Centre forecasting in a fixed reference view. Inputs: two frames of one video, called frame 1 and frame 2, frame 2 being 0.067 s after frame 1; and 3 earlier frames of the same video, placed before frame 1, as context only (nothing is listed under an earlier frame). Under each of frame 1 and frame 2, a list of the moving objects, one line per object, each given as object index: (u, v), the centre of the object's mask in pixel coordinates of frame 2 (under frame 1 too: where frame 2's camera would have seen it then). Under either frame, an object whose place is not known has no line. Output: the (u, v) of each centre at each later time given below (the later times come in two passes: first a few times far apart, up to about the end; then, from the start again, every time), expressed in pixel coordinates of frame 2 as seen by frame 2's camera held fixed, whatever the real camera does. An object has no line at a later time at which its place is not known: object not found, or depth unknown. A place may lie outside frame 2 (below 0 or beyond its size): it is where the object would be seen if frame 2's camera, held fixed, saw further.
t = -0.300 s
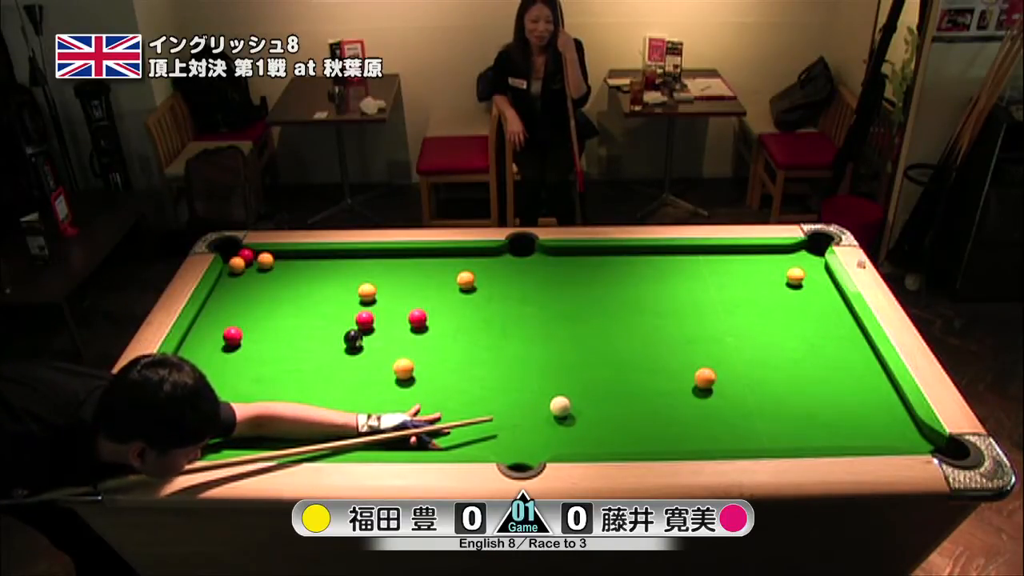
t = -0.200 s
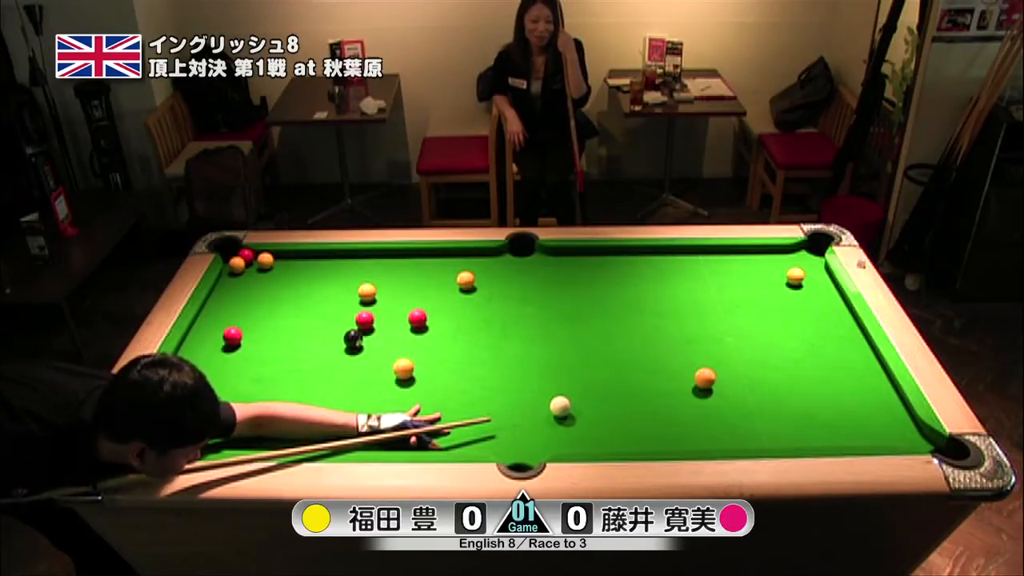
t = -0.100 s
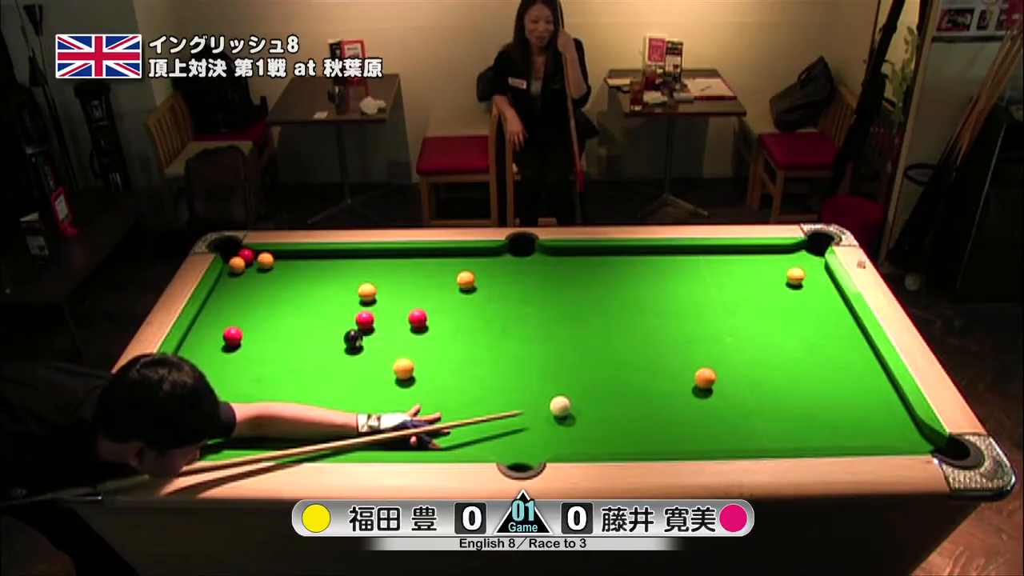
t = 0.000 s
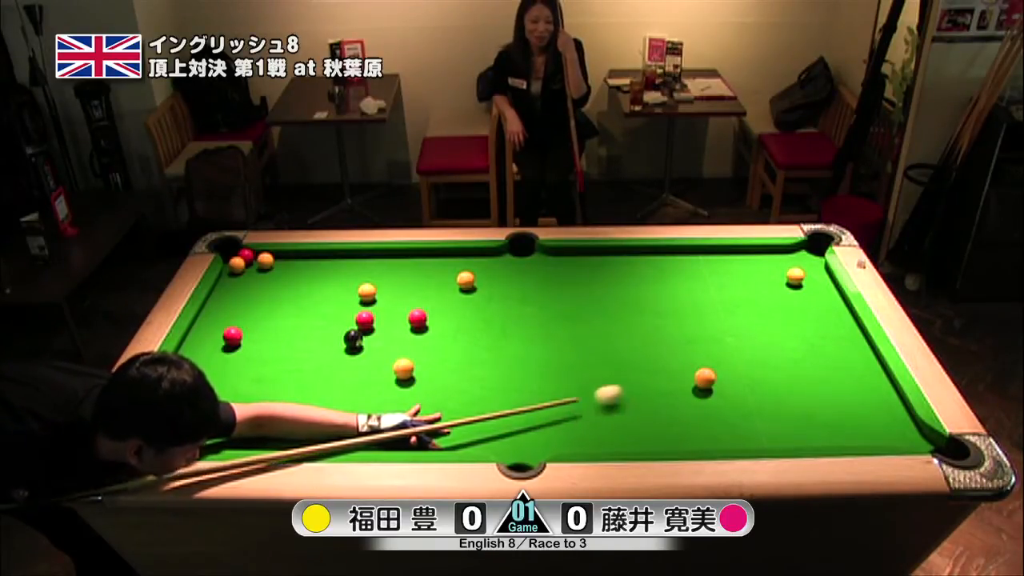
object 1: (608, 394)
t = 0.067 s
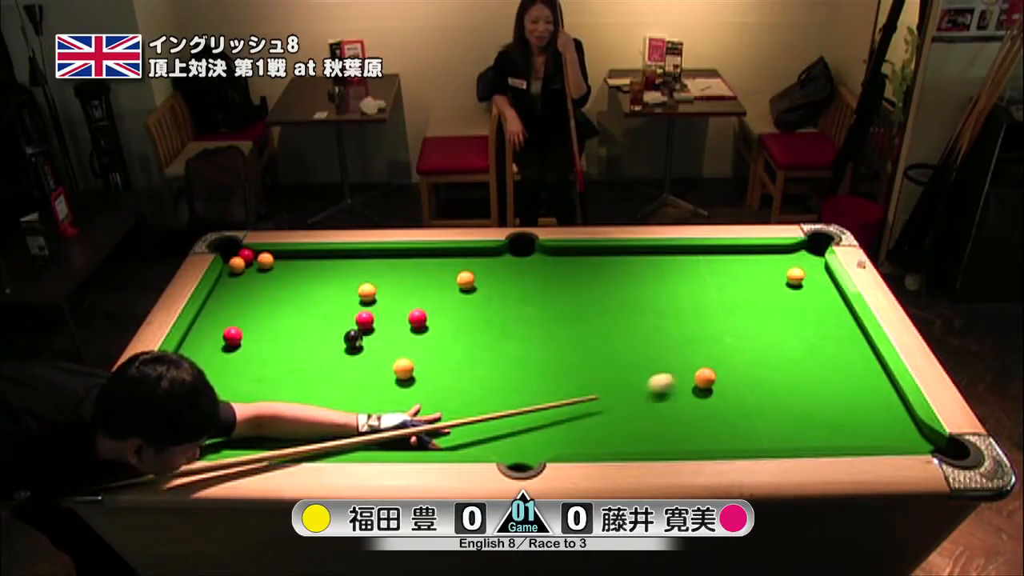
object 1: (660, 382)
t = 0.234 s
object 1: (682, 355)
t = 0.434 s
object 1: (697, 325)
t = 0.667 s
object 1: (713, 295)
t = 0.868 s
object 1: (725, 273)
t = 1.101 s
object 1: (737, 251)
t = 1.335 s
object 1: (754, 263)
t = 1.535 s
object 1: (767, 273)
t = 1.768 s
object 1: (783, 285)
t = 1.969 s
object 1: (795, 294)
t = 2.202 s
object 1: (809, 304)
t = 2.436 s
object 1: (821, 313)
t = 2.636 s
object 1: (830, 321)
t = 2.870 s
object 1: (840, 329)
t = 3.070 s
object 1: (846, 334)
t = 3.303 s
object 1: (853, 340)
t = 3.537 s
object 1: (857, 345)
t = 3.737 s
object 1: (860, 348)
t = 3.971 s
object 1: (862, 350)
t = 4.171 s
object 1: (862, 351)
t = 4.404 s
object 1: (862, 351)
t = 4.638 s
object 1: (862, 351)
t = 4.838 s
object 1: (862, 351)
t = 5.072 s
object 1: (862, 351)
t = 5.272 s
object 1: (862, 351)
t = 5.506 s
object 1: (862, 351)
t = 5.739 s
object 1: (862, 351)
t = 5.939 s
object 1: (862, 351)
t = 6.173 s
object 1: (862, 351)
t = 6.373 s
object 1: (862, 351)
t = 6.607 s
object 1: (862, 351)
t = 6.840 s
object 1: (862, 351)
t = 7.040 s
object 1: (862, 351)
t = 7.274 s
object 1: (862, 351)
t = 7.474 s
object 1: (862, 351)
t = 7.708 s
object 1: (862, 351)
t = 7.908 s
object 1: (862, 351)
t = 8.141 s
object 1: (862, 351)
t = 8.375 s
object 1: (862, 351)
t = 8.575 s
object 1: (862, 351)
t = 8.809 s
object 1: (862, 351)
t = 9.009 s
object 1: (862, 351)
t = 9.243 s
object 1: (862, 351)
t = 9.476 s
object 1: (862, 351)
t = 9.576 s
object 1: (862, 351)
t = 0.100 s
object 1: (683, 377)
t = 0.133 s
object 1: (682, 371)
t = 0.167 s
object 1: (681, 365)
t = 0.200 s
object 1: (681, 360)
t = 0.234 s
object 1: (682, 355)
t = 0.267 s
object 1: (684, 350)
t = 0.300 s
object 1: (686, 344)
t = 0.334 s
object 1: (689, 340)
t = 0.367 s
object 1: (692, 335)
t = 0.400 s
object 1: (694, 330)
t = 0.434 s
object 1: (697, 325)
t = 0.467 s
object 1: (699, 321)
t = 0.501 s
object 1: (701, 316)
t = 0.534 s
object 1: (704, 312)
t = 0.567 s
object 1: (706, 308)
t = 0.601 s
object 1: (708, 303)
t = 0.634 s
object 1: (711, 299)
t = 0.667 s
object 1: (713, 295)
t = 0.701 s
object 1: (715, 291)
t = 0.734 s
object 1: (717, 287)
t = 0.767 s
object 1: (719, 284)
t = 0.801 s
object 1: (721, 280)
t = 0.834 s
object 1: (723, 276)
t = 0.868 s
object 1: (725, 273)
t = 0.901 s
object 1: (726, 270)
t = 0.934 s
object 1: (728, 266)
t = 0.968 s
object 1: (730, 263)
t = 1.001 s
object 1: (732, 259)
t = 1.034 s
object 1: (733, 256)
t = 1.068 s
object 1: (735, 253)
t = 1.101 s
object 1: (737, 251)
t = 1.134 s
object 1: (739, 253)
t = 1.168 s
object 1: (742, 255)
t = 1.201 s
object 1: (744, 256)
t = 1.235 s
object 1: (746, 258)
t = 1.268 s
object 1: (749, 260)
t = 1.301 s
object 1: (751, 261)
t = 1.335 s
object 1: (754, 263)
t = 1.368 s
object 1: (756, 265)
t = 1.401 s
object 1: (758, 266)
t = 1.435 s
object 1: (761, 268)
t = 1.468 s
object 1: (763, 270)
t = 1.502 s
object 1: (765, 271)
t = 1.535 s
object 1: (767, 273)
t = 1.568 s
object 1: (770, 275)
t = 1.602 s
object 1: (772, 277)
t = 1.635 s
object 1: (774, 278)
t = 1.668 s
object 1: (776, 280)
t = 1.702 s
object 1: (778, 282)
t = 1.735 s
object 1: (780, 283)
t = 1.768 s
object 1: (783, 285)
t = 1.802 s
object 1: (785, 286)
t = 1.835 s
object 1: (787, 288)
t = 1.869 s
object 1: (789, 289)
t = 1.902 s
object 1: (791, 291)
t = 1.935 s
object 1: (793, 292)
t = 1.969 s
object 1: (795, 294)
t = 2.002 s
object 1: (797, 295)
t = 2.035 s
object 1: (799, 297)
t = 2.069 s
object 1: (801, 298)
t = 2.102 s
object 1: (803, 299)
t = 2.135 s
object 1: (805, 301)
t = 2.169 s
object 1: (807, 303)
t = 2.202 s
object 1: (809, 304)
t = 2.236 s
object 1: (810, 305)
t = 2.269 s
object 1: (812, 306)
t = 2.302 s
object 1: (814, 308)
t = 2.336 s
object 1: (816, 309)
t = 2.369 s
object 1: (817, 310)
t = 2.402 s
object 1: (819, 312)
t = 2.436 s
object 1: (821, 313)
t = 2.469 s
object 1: (822, 314)
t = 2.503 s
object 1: (824, 316)
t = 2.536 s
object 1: (825, 317)
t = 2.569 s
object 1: (827, 318)
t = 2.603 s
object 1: (829, 319)
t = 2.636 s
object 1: (830, 321)
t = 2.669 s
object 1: (832, 322)
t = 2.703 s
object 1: (833, 323)
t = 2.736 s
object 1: (834, 324)
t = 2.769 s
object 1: (836, 325)
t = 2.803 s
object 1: (837, 326)
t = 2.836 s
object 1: (838, 327)
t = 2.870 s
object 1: (840, 329)
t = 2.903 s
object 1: (841, 330)
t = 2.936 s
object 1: (842, 330)
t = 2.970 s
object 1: (843, 331)
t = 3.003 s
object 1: (844, 332)
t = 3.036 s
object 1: (845, 334)
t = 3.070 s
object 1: (846, 334)
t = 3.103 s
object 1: (847, 335)
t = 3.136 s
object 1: (848, 336)
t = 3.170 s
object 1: (849, 337)
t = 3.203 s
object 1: (850, 338)
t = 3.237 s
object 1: (851, 339)
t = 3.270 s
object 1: (852, 339)
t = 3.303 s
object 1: (853, 340)
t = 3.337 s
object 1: (853, 341)
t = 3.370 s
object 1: (854, 342)
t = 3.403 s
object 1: (855, 342)
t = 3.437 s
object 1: (856, 343)
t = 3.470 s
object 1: (856, 344)
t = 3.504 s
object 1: (857, 344)
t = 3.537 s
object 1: (857, 345)
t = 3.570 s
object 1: (858, 345)
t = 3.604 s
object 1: (858, 346)
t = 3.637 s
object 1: (859, 346)
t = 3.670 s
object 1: (859, 347)
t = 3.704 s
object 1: (860, 347)
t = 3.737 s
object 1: (860, 348)
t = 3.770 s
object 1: (860, 348)
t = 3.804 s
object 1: (860, 348)
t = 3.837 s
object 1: (861, 349)
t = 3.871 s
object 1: (861, 349)
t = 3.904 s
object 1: (861, 349)
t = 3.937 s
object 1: (862, 350)
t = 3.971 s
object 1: (862, 350)
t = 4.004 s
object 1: (862, 350)
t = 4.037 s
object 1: (862, 350)
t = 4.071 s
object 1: (862, 351)
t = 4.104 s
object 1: (862, 351)
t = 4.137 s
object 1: (862, 351)
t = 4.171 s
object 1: (862, 351)
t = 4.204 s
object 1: (862, 351)
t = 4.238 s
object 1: (862, 351)
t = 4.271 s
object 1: (862, 351)
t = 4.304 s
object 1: (862, 351)
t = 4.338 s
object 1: (862, 351)
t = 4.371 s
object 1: (862, 351)
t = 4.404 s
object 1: (862, 351)
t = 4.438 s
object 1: (862, 351)
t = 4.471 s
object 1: (862, 351)
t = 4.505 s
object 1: (862, 351)
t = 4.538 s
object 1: (862, 351)
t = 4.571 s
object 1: (862, 351)
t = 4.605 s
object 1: (862, 351)
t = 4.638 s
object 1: (862, 351)
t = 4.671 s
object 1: (862, 351)
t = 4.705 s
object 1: (862, 351)
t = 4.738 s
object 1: (862, 351)
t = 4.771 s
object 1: (862, 351)
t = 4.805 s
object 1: (862, 351)
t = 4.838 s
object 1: (862, 351)
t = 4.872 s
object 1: (862, 351)
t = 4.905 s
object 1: (862, 351)
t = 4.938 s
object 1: (862, 351)
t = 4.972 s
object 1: (862, 351)
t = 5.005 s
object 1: (862, 351)
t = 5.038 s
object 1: (862, 351)
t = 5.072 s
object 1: (862, 351)
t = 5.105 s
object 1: (862, 351)
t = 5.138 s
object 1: (862, 351)
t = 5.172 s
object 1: (862, 351)
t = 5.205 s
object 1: (862, 351)
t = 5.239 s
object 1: (862, 351)
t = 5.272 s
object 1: (862, 351)
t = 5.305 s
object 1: (862, 351)
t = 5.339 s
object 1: (862, 351)
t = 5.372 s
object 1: (862, 351)
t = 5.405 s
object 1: (862, 351)
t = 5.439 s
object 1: (862, 351)
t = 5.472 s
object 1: (862, 351)
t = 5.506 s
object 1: (862, 351)
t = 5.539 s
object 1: (862, 351)
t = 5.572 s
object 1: (862, 351)
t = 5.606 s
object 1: (862, 351)
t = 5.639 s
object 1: (862, 351)
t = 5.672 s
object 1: (862, 351)
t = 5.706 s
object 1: (862, 351)
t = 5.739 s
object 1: (862, 351)
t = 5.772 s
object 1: (862, 351)
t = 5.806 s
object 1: (862, 351)
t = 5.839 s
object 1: (862, 351)
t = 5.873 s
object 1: (862, 351)
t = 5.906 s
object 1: (862, 351)
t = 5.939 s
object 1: (862, 351)
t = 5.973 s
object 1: (862, 351)
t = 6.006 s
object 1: (862, 351)
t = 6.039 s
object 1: (862, 351)
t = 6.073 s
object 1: (862, 351)
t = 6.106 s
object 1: (862, 351)
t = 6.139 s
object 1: (862, 351)
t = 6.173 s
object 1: (862, 351)
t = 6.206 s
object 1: (862, 351)
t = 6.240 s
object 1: (862, 351)
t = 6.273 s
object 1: (862, 351)
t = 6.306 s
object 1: (862, 351)
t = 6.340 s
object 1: (862, 351)
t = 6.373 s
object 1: (862, 351)
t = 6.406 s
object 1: (862, 351)
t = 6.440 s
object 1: (862, 351)
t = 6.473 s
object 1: (862, 351)
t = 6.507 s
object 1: (862, 351)
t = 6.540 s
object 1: (862, 351)
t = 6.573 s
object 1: (862, 351)
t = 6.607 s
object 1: (862, 351)
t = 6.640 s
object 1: (862, 351)
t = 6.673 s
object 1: (862, 351)
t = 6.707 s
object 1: (862, 351)
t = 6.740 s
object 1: (862, 351)
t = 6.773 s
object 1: (862, 351)
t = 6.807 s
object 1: (862, 351)
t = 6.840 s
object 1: (862, 351)
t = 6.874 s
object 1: (862, 351)
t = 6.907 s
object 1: (862, 351)
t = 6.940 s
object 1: (862, 351)
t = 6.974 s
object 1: (862, 351)
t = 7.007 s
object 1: (862, 351)
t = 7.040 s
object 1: (862, 351)
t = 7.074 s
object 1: (862, 351)
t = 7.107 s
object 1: (862, 351)
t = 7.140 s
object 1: (862, 351)
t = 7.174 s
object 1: (862, 351)
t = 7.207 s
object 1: (862, 351)
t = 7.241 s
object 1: (862, 351)
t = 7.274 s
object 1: (862, 351)
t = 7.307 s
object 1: (862, 351)
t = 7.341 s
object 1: (862, 351)
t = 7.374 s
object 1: (862, 351)
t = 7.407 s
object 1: (862, 351)
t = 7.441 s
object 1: (862, 351)
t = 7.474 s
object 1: (862, 351)
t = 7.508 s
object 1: (862, 351)
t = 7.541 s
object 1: (862, 351)
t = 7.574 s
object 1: (862, 351)
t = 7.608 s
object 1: (862, 351)
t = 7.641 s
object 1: (862, 351)
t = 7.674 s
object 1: (862, 351)
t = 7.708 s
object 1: (862, 351)
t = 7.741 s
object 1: (862, 351)
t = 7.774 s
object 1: (862, 351)
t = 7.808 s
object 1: (862, 351)
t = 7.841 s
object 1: (862, 351)
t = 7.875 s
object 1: (862, 351)
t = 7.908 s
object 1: (862, 351)
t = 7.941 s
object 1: (862, 351)
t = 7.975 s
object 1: (862, 351)
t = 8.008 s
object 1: (862, 351)
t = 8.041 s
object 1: (862, 351)
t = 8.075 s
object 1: (862, 351)
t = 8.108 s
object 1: (862, 351)
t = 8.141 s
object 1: (862, 351)
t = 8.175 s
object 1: (862, 351)
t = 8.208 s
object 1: (862, 351)
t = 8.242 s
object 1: (862, 351)
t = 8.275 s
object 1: (862, 351)
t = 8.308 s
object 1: (862, 351)
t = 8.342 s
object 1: (862, 351)
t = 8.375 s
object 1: (862, 351)
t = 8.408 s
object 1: (862, 351)
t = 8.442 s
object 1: (862, 351)
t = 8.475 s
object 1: (862, 351)
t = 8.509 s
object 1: (862, 351)
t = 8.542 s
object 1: (862, 351)
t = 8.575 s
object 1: (862, 351)
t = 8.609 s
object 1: (862, 351)
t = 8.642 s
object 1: (862, 351)
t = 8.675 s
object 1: (862, 351)
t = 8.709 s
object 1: (862, 351)
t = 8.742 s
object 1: (862, 351)
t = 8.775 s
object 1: (862, 351)
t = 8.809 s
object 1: (862, 351)
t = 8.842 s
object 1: (862, 351)
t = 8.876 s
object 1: (862, 351)
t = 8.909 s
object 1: (862, 351)
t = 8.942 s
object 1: (862, 351)
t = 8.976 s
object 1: (862, 351)
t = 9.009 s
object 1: (862, 351)
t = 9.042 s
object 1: (862, 351)
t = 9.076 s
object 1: (862, 351)
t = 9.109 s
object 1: (862, 351)
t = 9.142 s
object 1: (862, 351)
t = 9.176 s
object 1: (862, 351)
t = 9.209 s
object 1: (862, 351)
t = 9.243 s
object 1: (862, 351)
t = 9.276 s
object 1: (862, 351)
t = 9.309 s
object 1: (862, 351)
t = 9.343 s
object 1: (862, 351)
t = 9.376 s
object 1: (862, 351)
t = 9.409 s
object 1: (862, 351)
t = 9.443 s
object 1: (862, 351)
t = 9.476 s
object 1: (862, 351)
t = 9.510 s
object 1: (862, 351)
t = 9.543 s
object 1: (862, 351)
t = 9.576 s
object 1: (862, 351)
